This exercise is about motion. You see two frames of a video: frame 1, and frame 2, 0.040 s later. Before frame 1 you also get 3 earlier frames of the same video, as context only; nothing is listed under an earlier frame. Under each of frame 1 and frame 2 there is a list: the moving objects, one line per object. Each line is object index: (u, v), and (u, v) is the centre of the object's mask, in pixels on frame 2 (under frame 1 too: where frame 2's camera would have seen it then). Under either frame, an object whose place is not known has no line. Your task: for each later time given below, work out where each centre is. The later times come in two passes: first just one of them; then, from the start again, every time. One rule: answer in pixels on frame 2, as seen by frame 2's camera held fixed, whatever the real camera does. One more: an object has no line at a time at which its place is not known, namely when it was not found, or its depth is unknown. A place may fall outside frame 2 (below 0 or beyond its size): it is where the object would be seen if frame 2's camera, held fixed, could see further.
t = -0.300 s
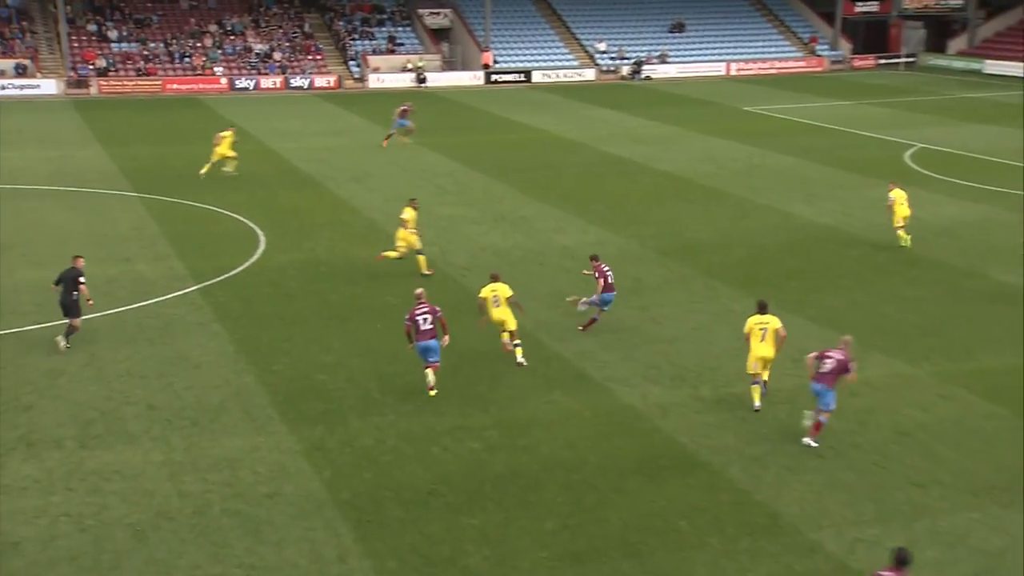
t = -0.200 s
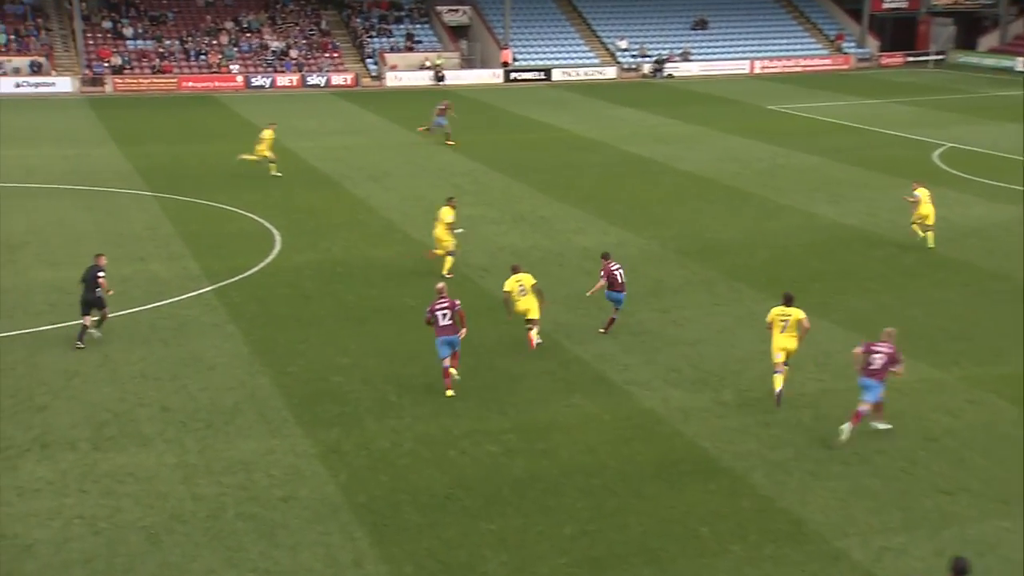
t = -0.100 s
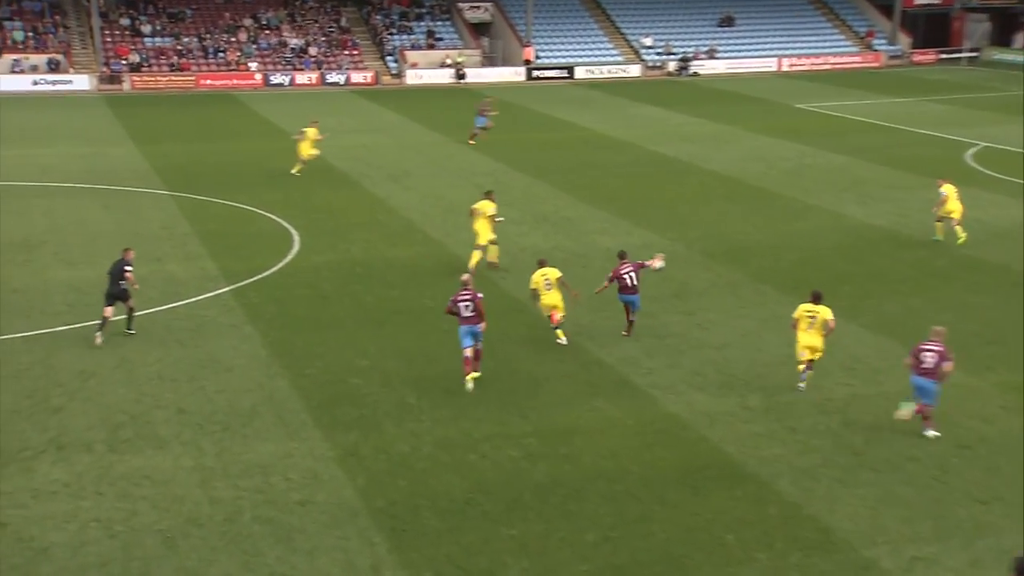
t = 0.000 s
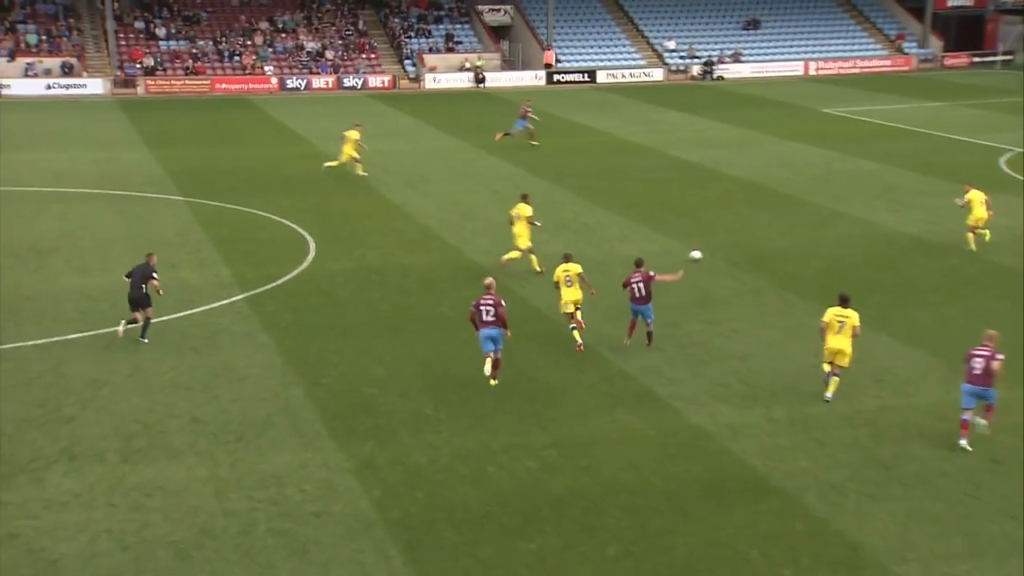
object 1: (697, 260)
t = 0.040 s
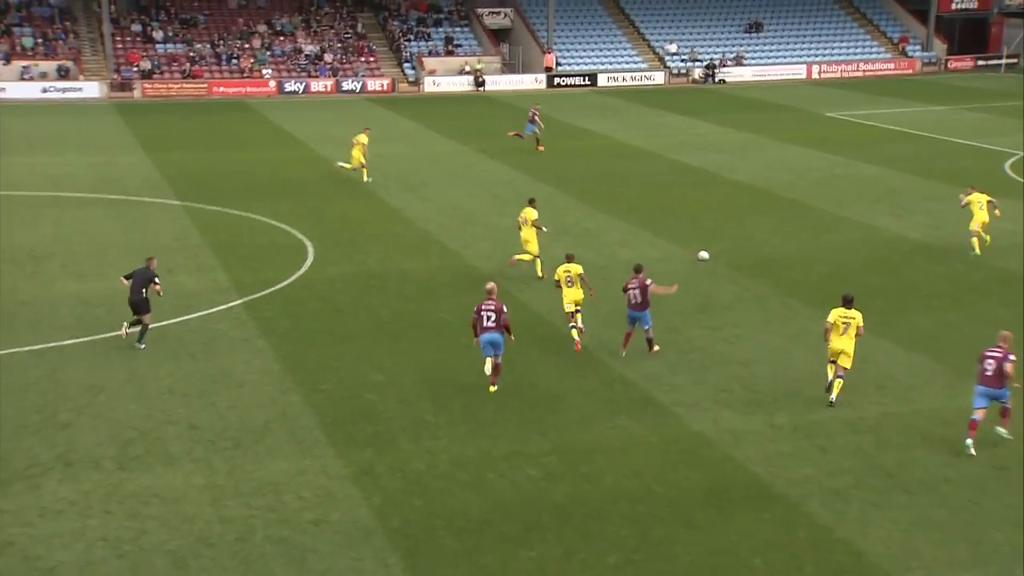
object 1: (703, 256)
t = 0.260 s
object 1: (733, 233)
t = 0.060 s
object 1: (707, 254)
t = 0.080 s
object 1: (710, 250)
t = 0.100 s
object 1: (712, 248)
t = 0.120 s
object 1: (715, 245)
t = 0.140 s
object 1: (718, 242)
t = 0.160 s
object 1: (720, 240)
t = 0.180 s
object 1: (723, 239)
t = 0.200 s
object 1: (726, 237)
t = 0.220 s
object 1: (728, 235)
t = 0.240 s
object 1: (731, 234)
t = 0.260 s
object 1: (733, 233)
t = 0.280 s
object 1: (736, 231)
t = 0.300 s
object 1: (738, 229)
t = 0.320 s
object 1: (740, 227)
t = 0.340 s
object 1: (742, 225)
